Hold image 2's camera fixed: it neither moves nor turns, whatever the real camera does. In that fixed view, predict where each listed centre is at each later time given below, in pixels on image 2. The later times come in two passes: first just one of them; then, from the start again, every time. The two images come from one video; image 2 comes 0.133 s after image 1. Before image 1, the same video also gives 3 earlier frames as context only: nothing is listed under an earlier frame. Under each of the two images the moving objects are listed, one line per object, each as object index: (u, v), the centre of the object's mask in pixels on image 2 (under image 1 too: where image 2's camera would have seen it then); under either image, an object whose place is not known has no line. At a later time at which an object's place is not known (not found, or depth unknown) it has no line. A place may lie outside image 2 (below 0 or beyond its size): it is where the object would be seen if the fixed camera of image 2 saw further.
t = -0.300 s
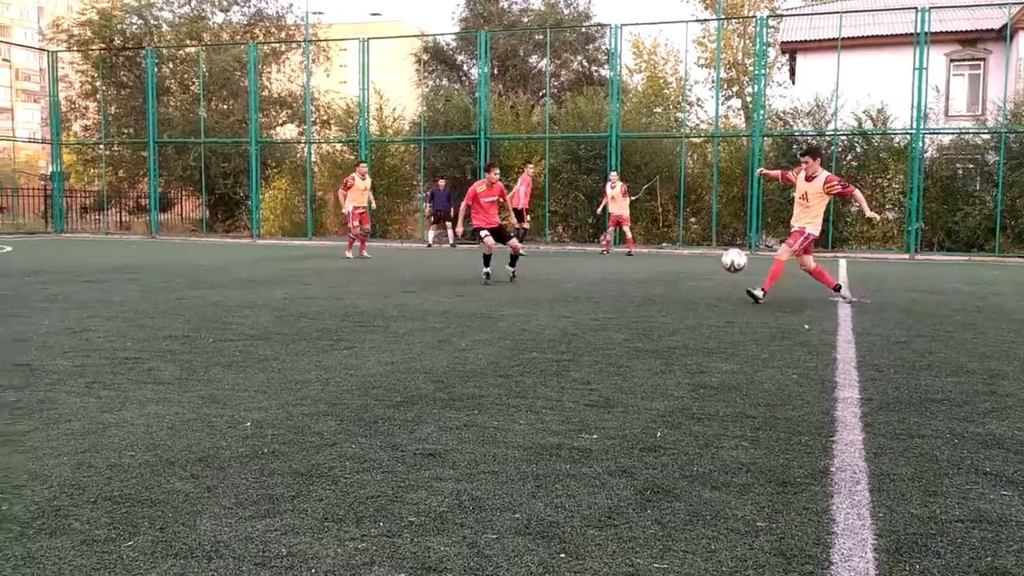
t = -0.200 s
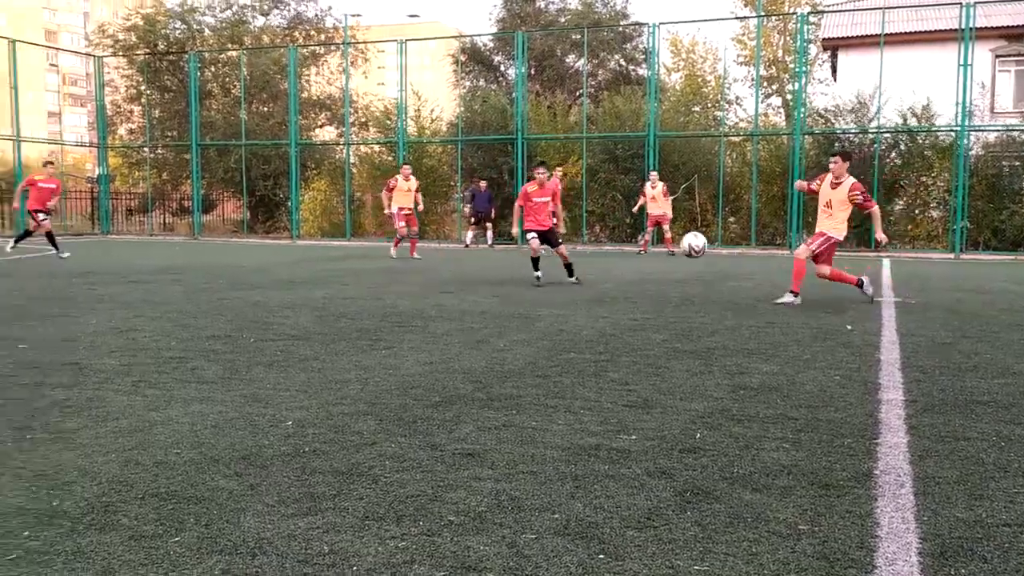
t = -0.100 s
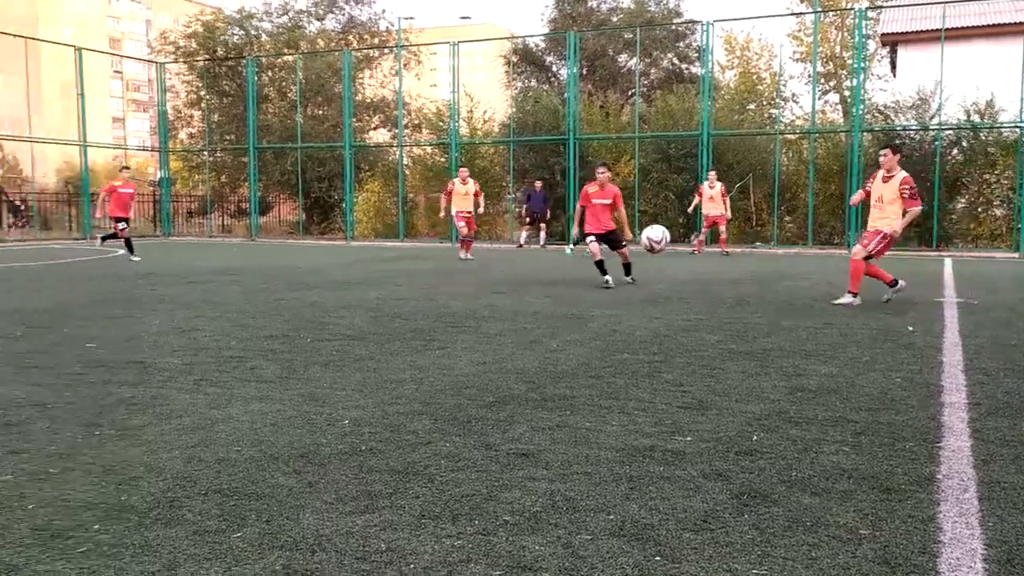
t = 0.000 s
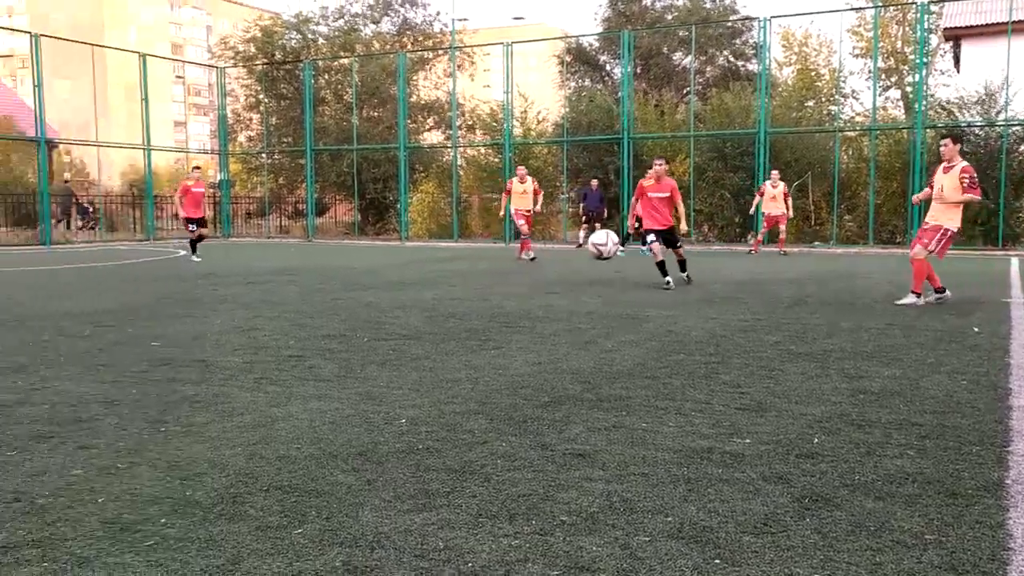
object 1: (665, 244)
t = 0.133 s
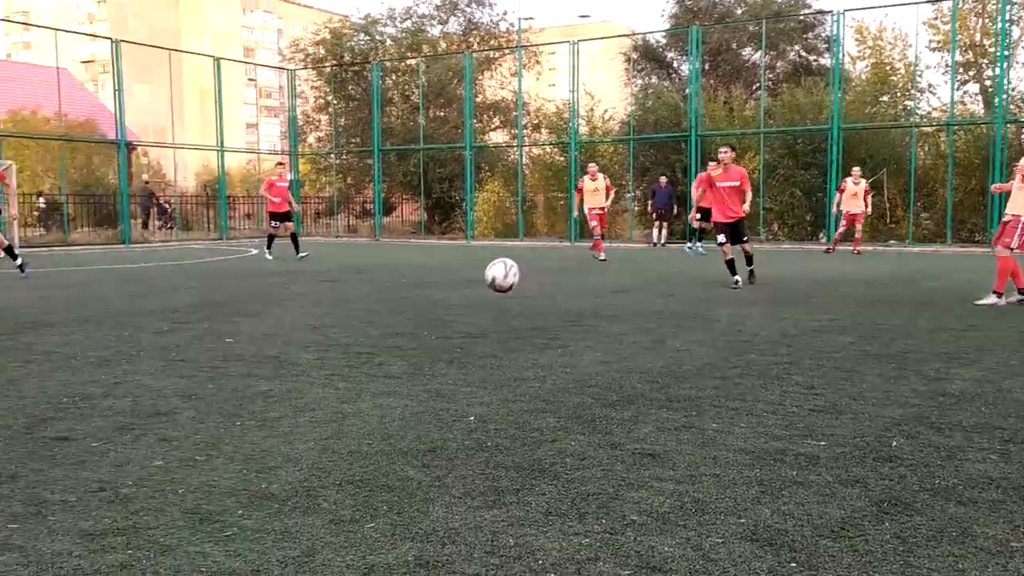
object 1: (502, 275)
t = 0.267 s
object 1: (301, 341)
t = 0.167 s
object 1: (456, 288)
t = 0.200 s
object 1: (408, 302)
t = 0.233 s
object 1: (356, 320)
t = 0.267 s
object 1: (301, 341)
